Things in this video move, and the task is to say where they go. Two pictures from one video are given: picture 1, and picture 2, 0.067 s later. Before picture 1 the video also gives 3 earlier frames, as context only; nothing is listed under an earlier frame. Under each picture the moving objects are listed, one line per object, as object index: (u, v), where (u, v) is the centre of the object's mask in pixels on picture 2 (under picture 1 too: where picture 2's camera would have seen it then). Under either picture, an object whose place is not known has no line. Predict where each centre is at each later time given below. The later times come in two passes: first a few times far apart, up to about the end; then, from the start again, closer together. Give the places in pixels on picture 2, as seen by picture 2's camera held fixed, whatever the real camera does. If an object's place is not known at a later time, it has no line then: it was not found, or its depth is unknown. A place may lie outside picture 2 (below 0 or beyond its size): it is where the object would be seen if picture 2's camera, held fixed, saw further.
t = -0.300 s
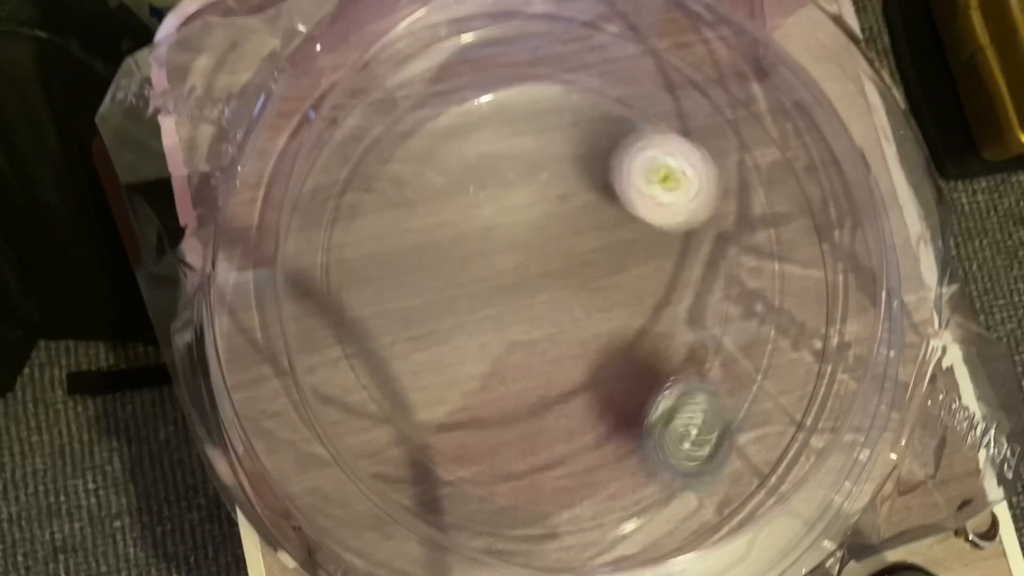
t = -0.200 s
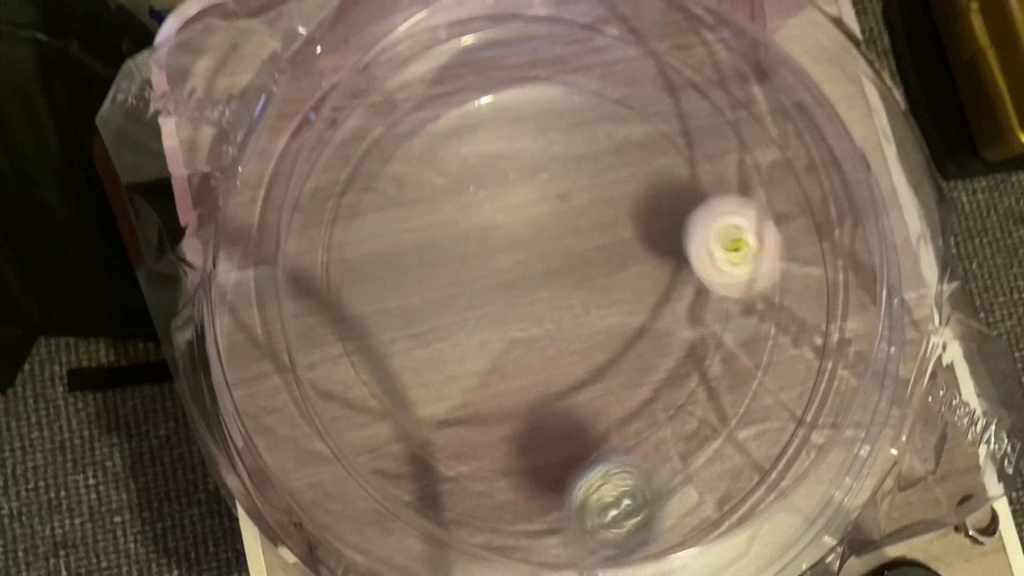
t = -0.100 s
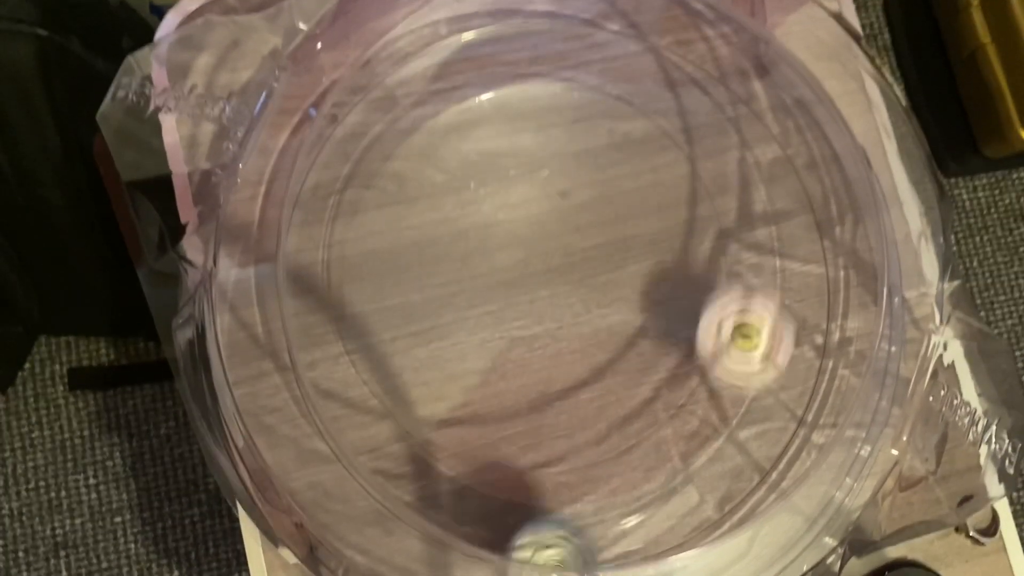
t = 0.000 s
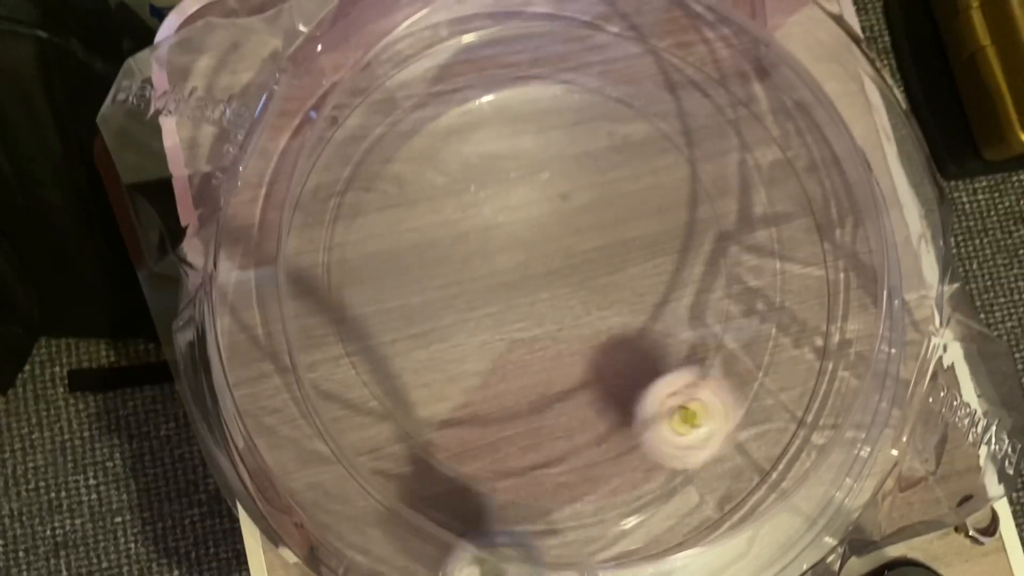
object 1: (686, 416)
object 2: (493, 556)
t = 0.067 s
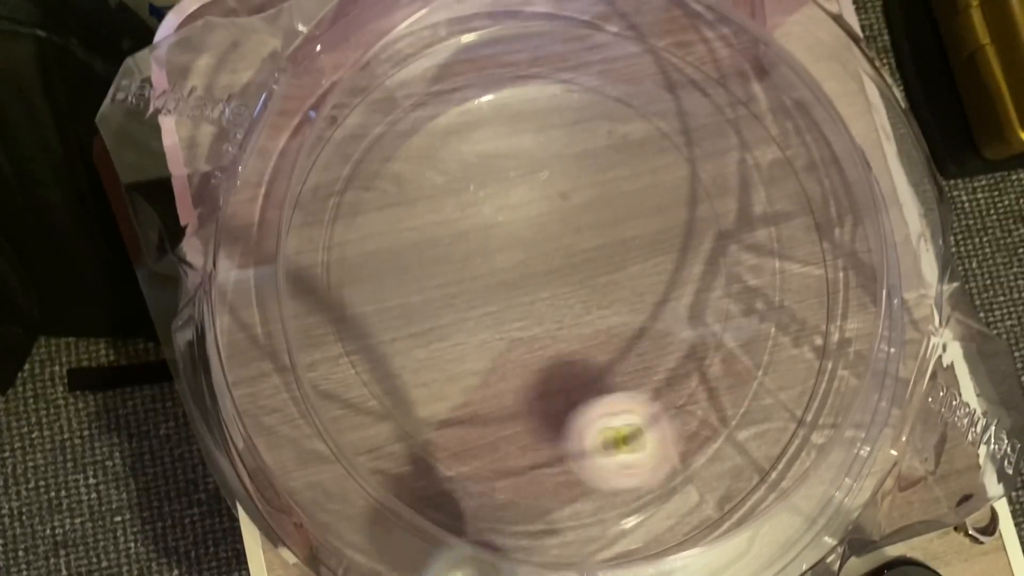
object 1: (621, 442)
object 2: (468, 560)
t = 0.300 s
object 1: (421, 300)
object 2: (444, 469)
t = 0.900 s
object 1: (719, 227)
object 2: (590, 472)
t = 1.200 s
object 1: (622, 498)
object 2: (461, 395)
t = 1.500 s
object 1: (556, 516)
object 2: (619, 190)
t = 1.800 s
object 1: (647, 514)
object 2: (725, 280)
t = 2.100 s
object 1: (737, 483)
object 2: (538, 340)
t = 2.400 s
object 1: (779, 435)
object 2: (500, 158)
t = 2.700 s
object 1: (733, 372)
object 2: (611, 240)
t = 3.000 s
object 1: (587, 369)
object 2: (396, 291)
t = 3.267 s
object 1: (516, 248)
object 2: (413, 210)
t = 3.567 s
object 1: (648, 235)
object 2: (571, 317)
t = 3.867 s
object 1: (623, 275)
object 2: (589, 464)
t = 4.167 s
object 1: (530, 223)
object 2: (574, 387)
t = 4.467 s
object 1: (381, 188)
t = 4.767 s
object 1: (344, 258)
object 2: (849, 221)
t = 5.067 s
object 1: (473, 280)
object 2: (737, 224)
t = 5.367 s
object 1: (515, 259)
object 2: (654, 357)
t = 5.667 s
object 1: (525, 269)
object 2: (600, 332)
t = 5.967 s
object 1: (495, 279)
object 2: (606, 264)
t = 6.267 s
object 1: (480, 290)
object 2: (599, 262)
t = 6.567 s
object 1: (503, 298)
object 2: (584, 280)
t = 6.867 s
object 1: (503, 299)
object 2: (583, 284)
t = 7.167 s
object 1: (503, 299)
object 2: (583, 284)
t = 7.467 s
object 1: (503, 299)
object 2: (583, 284)
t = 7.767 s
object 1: (503, 299)
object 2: (583, 284)
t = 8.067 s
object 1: (504, 299)
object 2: (583, 284)
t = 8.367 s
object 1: (503, 299)
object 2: (583, 284)
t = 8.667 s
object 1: (504, 299)
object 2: (583, 284)
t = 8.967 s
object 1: (503, 299)
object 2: (583, 284)
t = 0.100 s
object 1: (581, 441)
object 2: (464, 553)
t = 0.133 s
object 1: (543, 433)
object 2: (456, 546)
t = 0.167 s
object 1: (510, 419)
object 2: (451, 539)
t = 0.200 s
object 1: (479, 397)
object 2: (445, 526)
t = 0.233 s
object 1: (451, 370)
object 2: (443, 506)
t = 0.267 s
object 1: (433, 339)
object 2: (445, 484)
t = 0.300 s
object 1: (421, 300)
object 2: (444, 469)
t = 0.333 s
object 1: (416, 263)
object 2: (444, 446)
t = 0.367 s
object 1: (418, 228)
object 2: (445, 415)
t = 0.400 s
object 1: (428, 192)
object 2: (441, 384)
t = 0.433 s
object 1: (445, 162)
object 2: (443, 349)
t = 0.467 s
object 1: (465, 140)
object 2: (448, 308)
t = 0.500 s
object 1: (489, 119)
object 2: (460, 265)
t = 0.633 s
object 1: (621, 40)
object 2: (532, 228)
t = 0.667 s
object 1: (662, 17)
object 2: (547, 272)
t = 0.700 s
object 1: (686, 33)
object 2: (561, 314)
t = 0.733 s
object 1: (698, 62)
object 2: (576, 354)
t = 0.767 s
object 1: (707, 96)
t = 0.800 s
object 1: (712, 126)
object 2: (594, 413)
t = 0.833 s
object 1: (716, 158)
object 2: (597, 441)
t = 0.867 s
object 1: (719, 193)
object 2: (597, 456)
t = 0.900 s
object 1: (719, 227)
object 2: (590, 472)
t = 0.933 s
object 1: (717, 264)
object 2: (580, 483)
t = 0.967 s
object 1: (714, 299)
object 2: (569, 487)
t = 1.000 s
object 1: (705, 333)
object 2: (552, 489)
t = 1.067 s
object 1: (686, 393)
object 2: (515, 471)
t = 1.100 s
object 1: (671, 425)
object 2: (497, 457)
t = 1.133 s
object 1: (658, 456)
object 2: (481, 440)
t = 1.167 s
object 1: (642, 481)
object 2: (471, 422)
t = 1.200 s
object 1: (622, 498)
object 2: (461, 395)
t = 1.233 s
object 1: (605, 518)
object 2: (456, 369)
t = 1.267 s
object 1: (596, 529)
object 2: (460, 337)
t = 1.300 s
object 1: (591, 540)
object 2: (472, 307)
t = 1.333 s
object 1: (589, 546)
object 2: (490, 276)
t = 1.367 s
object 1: (581, 545)
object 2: (512, 248)
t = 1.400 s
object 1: (570, 536)
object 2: (537, 226)
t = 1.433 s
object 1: (563, 528)
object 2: (567, 209)
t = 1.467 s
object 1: (558, 521)
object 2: (593, 196)
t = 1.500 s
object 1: (556, 516)
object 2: (619, 190)
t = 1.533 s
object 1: (558, 512)
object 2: (643, 185)
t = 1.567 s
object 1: (563, 513)
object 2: (661, 187)
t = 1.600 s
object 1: (573, 514)
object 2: (677, 196)
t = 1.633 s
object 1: (586, 515)
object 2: (690, 203)
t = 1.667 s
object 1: (598, 516)
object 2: (701, 218)
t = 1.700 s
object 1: (610, 517)
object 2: (710, 231)
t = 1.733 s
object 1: (622, 517)
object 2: (718, 246)
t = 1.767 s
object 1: (637, 515)
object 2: (722, 265)
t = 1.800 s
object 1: (647, 514)
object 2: (725, 280)
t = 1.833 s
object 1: (659, 513)
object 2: (724, 299)
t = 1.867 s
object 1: (668, 510)
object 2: (718, 320)
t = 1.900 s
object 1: (681, 507)
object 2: (705, 336)
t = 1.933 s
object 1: (691, 504)
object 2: (683, 352)
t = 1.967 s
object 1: (700, 500)
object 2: (654, 359)
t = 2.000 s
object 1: (711, 496)
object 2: (627, 362)
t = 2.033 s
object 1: (720, 492)
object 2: (597, 361)
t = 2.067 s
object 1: (728, 487)
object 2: (566, 353)
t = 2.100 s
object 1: (737, 483)
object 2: (538, 340)
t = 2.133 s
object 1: (743, 478)
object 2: (517, 325)
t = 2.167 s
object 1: (749, 474)
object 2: (497, 302)
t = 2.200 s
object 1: (758, 468)
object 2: (483, 280)
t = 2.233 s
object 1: (764, 462)
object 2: (474, 258)
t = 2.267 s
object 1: (766, 458)
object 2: (471, 234)
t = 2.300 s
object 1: (770, 452)
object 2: (471, 212)
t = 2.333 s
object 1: (774, 446)
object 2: (479, 193)
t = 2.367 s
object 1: (776, 441)
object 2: (488, 173)
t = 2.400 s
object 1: (779, 435)
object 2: (500, 158)
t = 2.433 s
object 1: (780, 428)
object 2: (509, 147)
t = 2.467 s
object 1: (780, 422)
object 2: (524, 140)
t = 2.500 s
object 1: (778, 414)
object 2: (539, 137)
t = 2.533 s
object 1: (775, 403)
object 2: (556, 139)
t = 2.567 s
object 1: (772, 395)
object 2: (573, 149)
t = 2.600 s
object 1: (769, 387)
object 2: (588, 165)
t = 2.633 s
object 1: (762, 379)
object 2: (600, 185)
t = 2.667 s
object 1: (752, 374)
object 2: (608, 212)
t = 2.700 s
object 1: (733, 372)
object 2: (611, 240)
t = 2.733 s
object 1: (710, 374)
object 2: (609, 267)
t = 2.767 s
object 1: (684, 377)
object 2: (606, 294)
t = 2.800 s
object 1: (660, 380)
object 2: (593, 313)
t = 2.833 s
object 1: (659, 389)
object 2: (555, 315)
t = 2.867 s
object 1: (653, 394)
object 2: (509, 317)
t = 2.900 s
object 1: (640, 392)
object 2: (476, 315)
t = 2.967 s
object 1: (605, 379)
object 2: (418, 299)
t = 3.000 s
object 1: (587, 369)
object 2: (396, 291)
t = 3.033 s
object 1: (568, 357)
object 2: (384, 277)
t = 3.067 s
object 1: (549, 342)
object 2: (375, 264)
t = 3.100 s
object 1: (534, 326)
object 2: (371, 252)
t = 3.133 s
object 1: (521, 308)
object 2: (373, 240)
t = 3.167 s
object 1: (511, 290)
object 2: (379, 228)
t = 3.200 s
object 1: (504, 272)
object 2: (393, 221)
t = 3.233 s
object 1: (502, 258)
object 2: (409, 217)
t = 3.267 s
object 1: (516, 248)
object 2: (413, 210)
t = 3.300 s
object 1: (534, 239)
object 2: (419, 205)
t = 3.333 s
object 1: (549, 231)
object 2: (431, 203)
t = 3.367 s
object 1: (562, 224)
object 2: (454, 210)
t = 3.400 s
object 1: (575, 221)
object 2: (476, 215)
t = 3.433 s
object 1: (591, 219)
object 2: (496, 229)
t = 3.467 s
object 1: (612, 217)
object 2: (514, 251)
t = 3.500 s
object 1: (628, 220)
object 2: (533, 270)
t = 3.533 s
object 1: (640, 226)
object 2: (550, 292)
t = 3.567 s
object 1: (648, 235)
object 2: (571, 317)
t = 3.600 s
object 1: (655, 247)
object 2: (585, 334)
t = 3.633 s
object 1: (660, 260)
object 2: (599, 348)
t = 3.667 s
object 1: (660, 273)
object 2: (607, 358)
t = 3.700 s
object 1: (658, 287)
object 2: (611, 369)
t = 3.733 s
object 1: (653, 288)
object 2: (609, 389)
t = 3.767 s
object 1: (648, 283)
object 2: (601, 414)
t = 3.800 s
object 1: (643, 279)
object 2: (594, 437)
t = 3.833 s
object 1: (634, 277)
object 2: (591, 454)
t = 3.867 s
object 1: (623, 275)
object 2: (589, 464)
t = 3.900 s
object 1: (610, 271)
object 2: (590, 469)
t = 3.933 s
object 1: (598, 265)
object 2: (591, 469)
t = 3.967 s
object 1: (586, 260)
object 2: (590, 468)
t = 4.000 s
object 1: (574, 253)
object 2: (589, 462)
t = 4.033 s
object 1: (564, 246)
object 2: (588, 454)
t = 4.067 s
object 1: (553, 240)
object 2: (584, 441)
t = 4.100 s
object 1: (544, 233)
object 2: (581, 425)
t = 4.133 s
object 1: (537, 228)
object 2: (578, 409)
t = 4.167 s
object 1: (530, 223)
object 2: (574, 387)
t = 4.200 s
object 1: (525, 218)
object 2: (571, 364)
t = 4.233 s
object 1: (520, 213)
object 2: (568, 340)
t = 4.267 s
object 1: (515, 209)
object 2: (566, 318)
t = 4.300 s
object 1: (513, 206)
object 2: (562, 291)
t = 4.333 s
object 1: (506, 206)
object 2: (571, 273)
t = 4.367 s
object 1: (464, 196)
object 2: (624, 267)
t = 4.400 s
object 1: (426, 190)
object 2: (673, 263)
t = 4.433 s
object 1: (399, 188)
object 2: (733, 265)
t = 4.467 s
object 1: (381, 188)
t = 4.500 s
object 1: (371, 191)
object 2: (802, 262)
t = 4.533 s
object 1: (360, 196)
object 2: (826, 259)
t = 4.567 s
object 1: (352, 203)
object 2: (839, 256)
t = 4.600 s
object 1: (346, 211)
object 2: (847, 254)
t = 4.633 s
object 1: (342, 219)
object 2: (852, 249)
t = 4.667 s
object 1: (339, 228)
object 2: (856, 242)
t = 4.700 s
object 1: (339, 238)
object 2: (855, 233)
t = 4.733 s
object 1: (340, 248)
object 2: (853, 226)
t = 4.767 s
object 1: (344, 258)
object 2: (849, 221)
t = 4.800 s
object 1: (349, 267)
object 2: (839, 212)
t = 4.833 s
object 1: (356, 275)
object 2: (832, 207)
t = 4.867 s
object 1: (367, 282)
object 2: (822, 203)
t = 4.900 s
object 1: (383, 285)
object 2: (808, 205)
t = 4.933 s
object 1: (399, 287)
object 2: (796, 207)
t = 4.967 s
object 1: (416, 287)
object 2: (784, 208)
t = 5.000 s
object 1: (435, 286)
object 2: (770, 210)
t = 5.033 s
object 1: (454, 284)
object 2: (756, 214)
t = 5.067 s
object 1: (473, 280)
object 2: (737, 224)
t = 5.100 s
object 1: (494, 276)
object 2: (712, 238)
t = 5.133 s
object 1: (517, 270)
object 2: (692, 253)
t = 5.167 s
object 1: (540, 265)
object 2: (664, 272)
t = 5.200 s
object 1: (554, 260)
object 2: (645, 289)
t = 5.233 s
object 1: (543, 259)
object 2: (652, 308)
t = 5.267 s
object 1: (531, 258)
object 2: (659, 325)
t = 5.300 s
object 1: (522, 258)
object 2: (658, 340)
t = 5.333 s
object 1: (517, 258)
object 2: (657, 351)
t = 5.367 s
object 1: (515, 259)
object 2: (654, 357)
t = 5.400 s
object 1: (517, 260)
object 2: (648, 360)
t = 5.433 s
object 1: (520, 260)
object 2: (641, 365)
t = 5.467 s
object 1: (523, 260)
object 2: (633, 363)
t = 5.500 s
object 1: (525, 260)
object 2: (626, 362)
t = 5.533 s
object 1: (525, 260)
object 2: (618, 358)
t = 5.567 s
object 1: (526, 262)
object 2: (612, 353)
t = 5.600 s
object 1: (527, 265)
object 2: (606, 346)
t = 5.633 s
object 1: (530, 269)
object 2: (599, 340)
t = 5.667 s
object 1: (525, 269)
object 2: (600, 332)
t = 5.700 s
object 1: (514, 268)
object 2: (612, 330)
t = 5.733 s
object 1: (509, 269)
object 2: (616, 322)
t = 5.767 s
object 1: (508, 272)
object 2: (618, 314)
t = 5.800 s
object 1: (510, 272)
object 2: (616, 305)
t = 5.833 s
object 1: (512, 271)
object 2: (609, 298)
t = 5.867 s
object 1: (513, 269)
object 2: (602, 294)
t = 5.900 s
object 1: (508, 269)
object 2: (600, 287)
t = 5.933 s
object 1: (499, 274)
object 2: (607, 274)
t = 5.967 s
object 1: (495, 279)
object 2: (606, 264)
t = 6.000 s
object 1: (492, 279)
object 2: (604, 261)
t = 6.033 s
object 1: (489, 279)
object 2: (596, 256)
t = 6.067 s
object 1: (488, 277)
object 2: (588, 258)
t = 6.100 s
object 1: (489, 277)
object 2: (580, 264)
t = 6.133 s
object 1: (484, 280)
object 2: (581, 261)
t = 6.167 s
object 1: (476, 284)
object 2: (591, 258)
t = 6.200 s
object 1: (473, 286)
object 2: (594, 259)
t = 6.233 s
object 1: (475, 288)
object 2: (599, 262)
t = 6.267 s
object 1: (480, 290)
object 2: (599, 262)
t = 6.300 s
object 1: (485, 292)
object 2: (594, 263)
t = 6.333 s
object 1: (490, 293)
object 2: (592, 269)
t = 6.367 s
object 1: (495, 293)
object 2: (590, 273)
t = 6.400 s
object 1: (500, 293)
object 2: (587, 277)
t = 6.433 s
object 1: (499, 297)
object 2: (589, 277)
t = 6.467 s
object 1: (499, 297)
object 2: (590, 277)
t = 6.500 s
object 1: (499, 297)
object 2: (589, 278)
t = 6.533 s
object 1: (501, 298)
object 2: (586, 279)
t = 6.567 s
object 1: (503, 298)
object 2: (584, 280)
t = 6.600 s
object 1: (503, 298)
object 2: (584, 282)
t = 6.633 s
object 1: (503, 298)
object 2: (584, 283)
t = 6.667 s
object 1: (503, 298)
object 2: (583, 284)
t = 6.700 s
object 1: (503, 298)
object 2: (583, 284)
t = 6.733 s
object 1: (503, 298)
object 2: (583, 284)
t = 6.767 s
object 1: (503, 299)
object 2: (583, 284)
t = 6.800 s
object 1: (503, 299)
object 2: (584, 284)
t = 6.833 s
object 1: (503, 299)
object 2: (584, 284)
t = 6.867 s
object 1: (503, 299)
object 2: (583, 284)
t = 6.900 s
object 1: (503, 299)
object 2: (583, 284)
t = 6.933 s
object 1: (503, 299)
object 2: (583, 284)
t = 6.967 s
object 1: (503, 299)
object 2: (583, 284)
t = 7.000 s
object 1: (503, 299)
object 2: (583, 284)
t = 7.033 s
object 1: (503, 299)
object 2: (583, 284)
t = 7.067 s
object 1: (503, 299)
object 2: (583, 284)
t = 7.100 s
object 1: (503, 299)
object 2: (583, 284)
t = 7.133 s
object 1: (503, 299)
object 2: (583, 284)
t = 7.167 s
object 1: (503, 299)
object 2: (583, 284)
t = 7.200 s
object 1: (503, 299)
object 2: (583, 284)
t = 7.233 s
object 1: (503, 299)
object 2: (583, 284)
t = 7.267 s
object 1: (503, 299)
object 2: (583, 284)
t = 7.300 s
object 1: (503, 299)
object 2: (583, 284)
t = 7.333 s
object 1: (503, 299)
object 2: (583, 284)
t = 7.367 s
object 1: (503, 299)
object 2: (583, 284)
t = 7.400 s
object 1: (503, 299)
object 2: (583, 284)
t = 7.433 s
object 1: (503, 299)
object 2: (583, 284)
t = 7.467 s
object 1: (503, 299)
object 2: (583, 284)
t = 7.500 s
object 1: (503, 299)
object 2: (583, 284)
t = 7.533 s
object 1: (503, 299)
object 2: (583, 284)
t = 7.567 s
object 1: (503, 299)
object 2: (583, 284)
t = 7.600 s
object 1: (503, 299)
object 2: (583, 284)
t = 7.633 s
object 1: (503, 299)
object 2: (583, 284)
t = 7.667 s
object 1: (503, 299)
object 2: (583, 284)
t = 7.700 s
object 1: (503, 299)
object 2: (583, 284)
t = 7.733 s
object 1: (504, 299)
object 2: (583, 284)
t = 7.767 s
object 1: (503, 299)
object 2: (583, 284)
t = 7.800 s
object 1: (503, 299)
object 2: (583, 284)
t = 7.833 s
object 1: (503, 299)
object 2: (583, 284)
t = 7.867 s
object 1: (503, 299)
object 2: (583, 284)
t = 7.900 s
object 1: (503, 299)
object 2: (583, 284)
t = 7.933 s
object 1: (503, 299)
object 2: (583, 284)
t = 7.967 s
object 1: (503, 299)
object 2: (583, 284)
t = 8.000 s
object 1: (503, 299)
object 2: (583, 284)
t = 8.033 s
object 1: (503, 299)
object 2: (583, 284)
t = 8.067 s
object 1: (504, 299)
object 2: (583, 284)
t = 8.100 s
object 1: (503, 299)
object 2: (583, 284)
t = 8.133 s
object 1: (503, 299)
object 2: (583, 284)
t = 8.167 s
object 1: (503, 299)
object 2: (583, 284)
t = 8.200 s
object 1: (503, 299)
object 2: (583, 284)
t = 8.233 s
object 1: (503, 299)
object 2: (583, 284)
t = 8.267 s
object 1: (503, 299)
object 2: (583, 284)
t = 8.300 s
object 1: (503, 299)
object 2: (583, 284)
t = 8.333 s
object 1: (503, 299)
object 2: (583, 284)
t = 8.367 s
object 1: (503, 299)
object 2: (583, 284)
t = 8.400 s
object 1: (503, 299)
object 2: (583, 284)
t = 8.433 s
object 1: (503, 299)
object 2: (583, 284)
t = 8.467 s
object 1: (503, 299)
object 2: (583, 284)
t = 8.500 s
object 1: (503, 299)
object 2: (583, 284)
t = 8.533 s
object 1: (504, 299)
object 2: (583, 284)
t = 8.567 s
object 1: (504, 299)
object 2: (583, 284)
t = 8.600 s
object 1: (504, 299)
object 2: (583, 284)
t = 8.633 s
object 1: (504, 299)
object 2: (583, 284)
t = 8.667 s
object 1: (504, 299)
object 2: (583, 284)
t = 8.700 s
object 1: (503, 299)
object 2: (583, 284)
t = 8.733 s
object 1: (503, 299)
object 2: (583, 284)
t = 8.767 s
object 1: (503, 299)
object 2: (583, 284)
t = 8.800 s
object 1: (503, 299)
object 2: (583, 284)
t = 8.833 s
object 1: (503, 299)
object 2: (583, 284)
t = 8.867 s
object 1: (503, 299)
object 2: (583, 284)
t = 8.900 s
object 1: (503, 299)
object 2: (583, 284)
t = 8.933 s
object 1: (503, 299)
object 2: (583, 284)
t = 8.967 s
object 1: (503, 299)
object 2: (583, 284)
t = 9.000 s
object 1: (503, 299)
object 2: (583, 284)
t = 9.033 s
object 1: (503, 299)
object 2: (583, 284)
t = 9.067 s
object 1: (503, 299)
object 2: (583, 284)
